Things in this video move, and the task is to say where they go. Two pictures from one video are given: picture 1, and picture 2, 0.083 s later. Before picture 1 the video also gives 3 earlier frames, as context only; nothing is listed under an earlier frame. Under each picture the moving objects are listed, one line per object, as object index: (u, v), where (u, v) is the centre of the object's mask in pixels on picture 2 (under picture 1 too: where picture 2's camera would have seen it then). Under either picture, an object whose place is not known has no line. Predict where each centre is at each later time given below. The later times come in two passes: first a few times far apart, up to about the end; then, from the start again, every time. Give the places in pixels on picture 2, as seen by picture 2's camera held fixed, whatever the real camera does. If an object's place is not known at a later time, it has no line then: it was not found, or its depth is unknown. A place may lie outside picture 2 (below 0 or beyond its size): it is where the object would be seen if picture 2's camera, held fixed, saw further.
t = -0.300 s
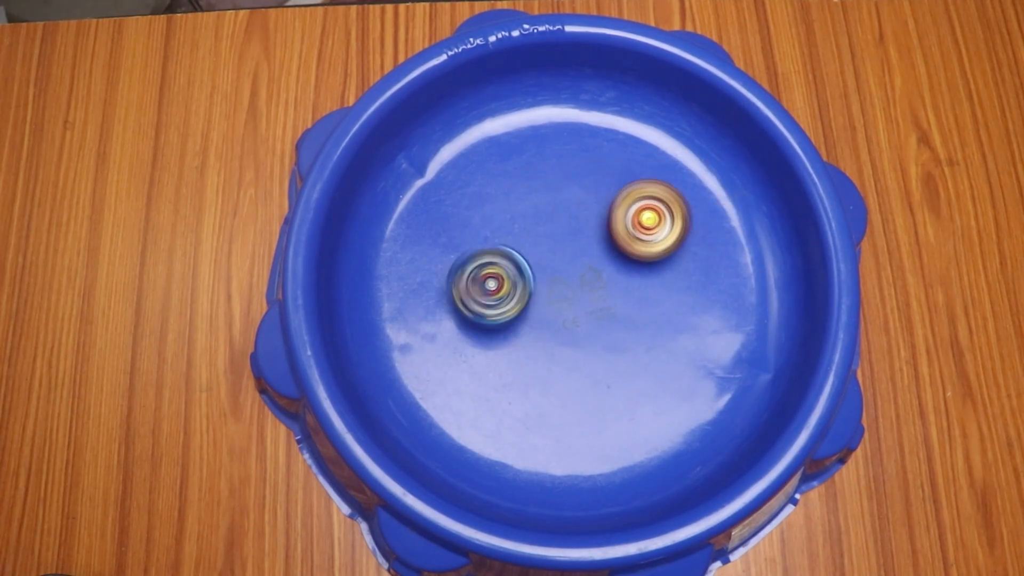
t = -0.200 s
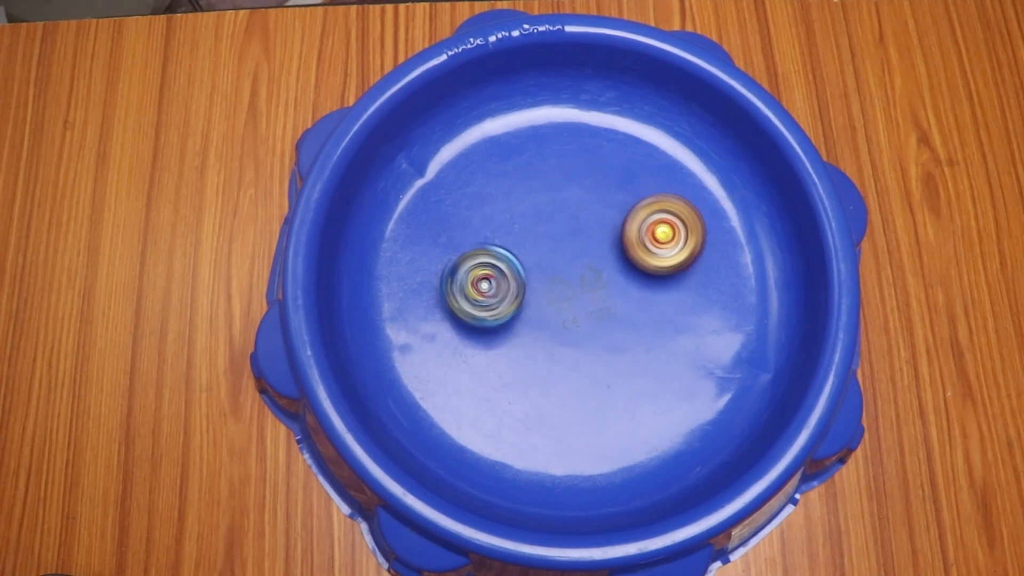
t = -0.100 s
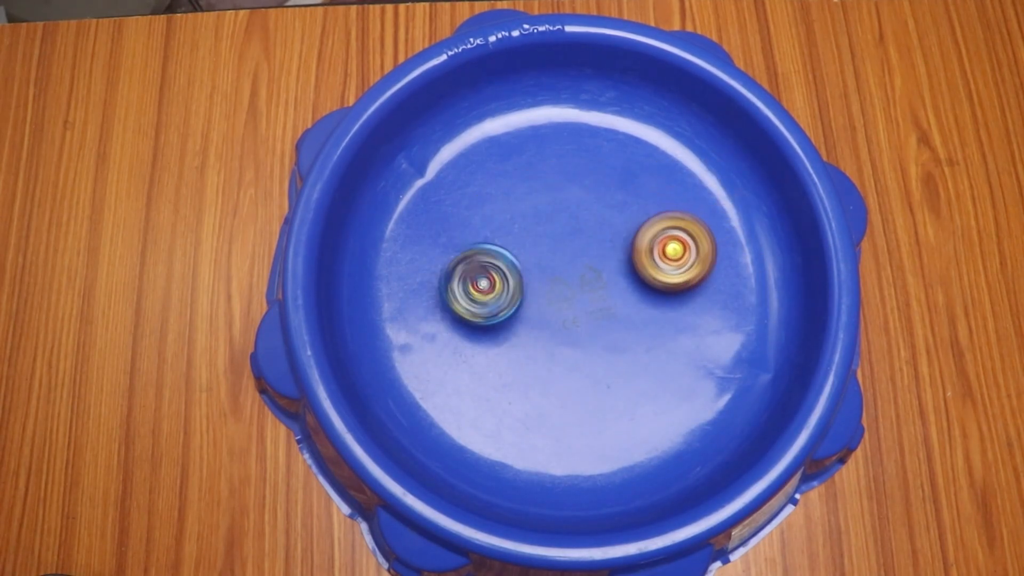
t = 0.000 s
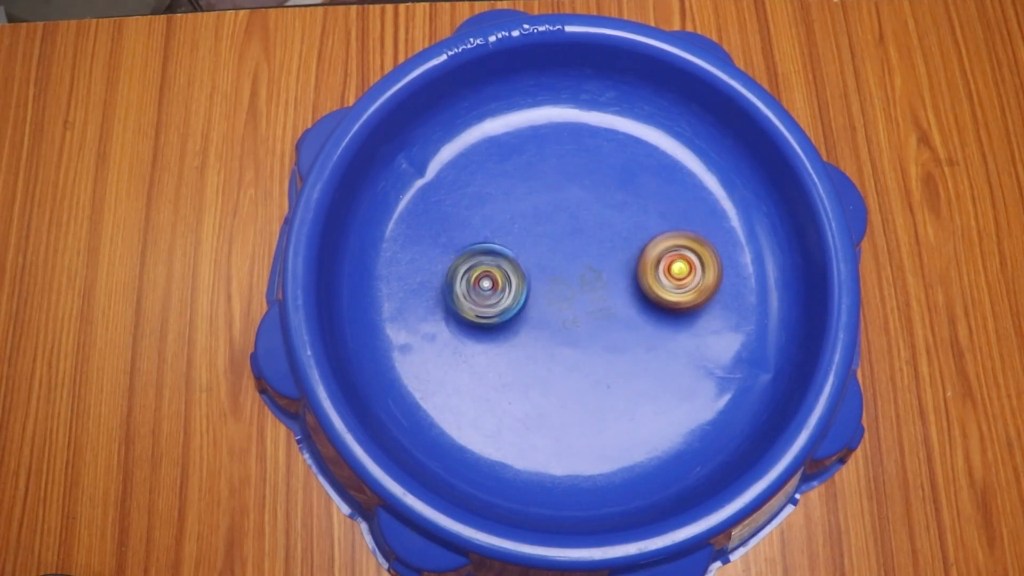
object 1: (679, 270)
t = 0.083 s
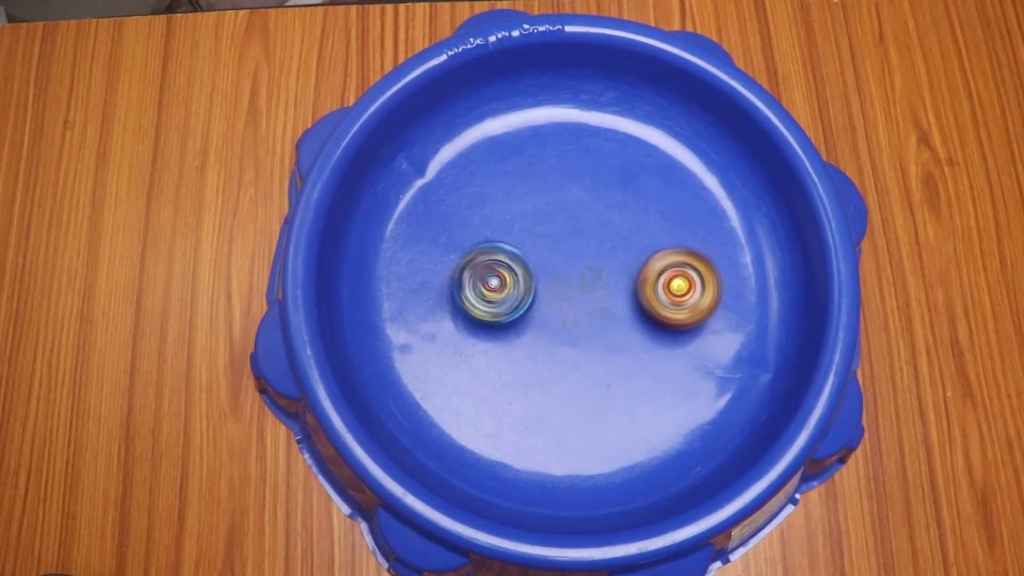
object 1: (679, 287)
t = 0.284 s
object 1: (666, 324)
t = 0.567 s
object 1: (620, 354)
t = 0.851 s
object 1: (580, 393)
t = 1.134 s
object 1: (542, 369)
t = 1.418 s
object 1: (531, 318)
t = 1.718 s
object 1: (461, 248)
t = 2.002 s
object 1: (486, 216)
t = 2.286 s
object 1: (541, 214)
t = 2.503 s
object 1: (530, 177)
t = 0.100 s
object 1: (679, 291)
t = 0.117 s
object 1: (678, 294)
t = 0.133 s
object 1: (678, 297)
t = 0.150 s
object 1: (676, 301)
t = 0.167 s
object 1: (676, 304)
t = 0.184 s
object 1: (674, 307)
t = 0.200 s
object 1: (674, 310)
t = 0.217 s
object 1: (672, 312)
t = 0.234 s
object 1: (671, 316)
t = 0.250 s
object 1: (669, 318)
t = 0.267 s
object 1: (668, 321)
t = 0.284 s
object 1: (666, 324)
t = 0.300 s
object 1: (664, 327)
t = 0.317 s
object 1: (661, 329)
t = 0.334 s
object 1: (660, 331)
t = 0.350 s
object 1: (657, 333)
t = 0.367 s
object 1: (655, 336)
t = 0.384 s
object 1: (652, 337)
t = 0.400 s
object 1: (650, 339)
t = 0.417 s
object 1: (647, 341)
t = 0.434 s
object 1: (644, 343)
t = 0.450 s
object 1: (641, 345)
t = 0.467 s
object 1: (639, 346)
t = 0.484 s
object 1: (635, 347)
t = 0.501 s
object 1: (632, 349)
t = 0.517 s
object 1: (628, 350)
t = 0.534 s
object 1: (626, 351)
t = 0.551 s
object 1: (622, 352)
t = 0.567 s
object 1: (620, 354)
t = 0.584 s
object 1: (617, 361)
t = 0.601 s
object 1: (617, 368)
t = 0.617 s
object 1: (614, 373)
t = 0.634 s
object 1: (613, 377)
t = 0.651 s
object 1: (611, 381)
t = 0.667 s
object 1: (609, 383)
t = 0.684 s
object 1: (607, 385)
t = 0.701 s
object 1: (605, 387)
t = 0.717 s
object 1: (602, 389)
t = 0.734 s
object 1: (600, 390)
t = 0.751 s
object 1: (596, 391)
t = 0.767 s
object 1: (594, 391)
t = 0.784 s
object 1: (591, 392)
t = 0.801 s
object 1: (589, 392)
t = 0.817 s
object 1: (586, 393)
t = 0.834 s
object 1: (583, 393)
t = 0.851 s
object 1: (580, 393)
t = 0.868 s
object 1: (578, 392)
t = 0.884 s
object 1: (575, 392)
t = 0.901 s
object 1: (572, 391)
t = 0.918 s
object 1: (570, 391)
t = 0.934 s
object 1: (567, 390)
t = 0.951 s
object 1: (565, 389)
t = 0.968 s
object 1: (562, 387)
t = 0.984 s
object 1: (560, 386)
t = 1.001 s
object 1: (557, 384)
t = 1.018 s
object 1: (556, 383)
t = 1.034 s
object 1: (552, 381)
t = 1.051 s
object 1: (551, 380)
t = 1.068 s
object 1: (548, 378)
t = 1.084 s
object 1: (547, 375)
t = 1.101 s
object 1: (545, 373)
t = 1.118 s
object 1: (543, 371)
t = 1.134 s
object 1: (542, 369)
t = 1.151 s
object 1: (540, 366)
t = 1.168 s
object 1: (539, 364)
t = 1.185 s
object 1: (537, 361)
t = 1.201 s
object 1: (536, 359)
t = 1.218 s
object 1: (534, 355)
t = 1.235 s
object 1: (534, 353)
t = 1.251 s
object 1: (532, 350)
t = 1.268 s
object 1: (532, 347)
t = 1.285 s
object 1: (530, 344)
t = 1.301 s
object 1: (531, 341)
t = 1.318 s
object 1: (530, 338)
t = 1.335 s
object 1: (530, 334)
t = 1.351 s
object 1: (529, 331)
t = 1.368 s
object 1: (529, 327)
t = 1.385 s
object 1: (530, 325)
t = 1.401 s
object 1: (530, 320)
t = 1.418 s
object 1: (531, 318)
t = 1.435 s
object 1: (531, 313)
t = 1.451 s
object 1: (532, 310)
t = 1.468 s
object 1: (532, 306)
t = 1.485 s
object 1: (533, 303)
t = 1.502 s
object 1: (526, 299)
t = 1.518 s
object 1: (515, 293)
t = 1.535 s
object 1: (503, 289)
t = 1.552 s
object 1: (496, 283)
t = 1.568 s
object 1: (488, 279)
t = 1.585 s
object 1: (481, 273)
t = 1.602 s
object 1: (476, 269)
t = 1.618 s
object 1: (471, 264)
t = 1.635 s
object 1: (467, 260)
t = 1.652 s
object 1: (463, 257)
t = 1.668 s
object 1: (462, 254)
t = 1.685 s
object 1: (461, 252)
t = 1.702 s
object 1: (461, 249)
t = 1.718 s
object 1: (461, 248)
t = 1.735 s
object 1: (461, 245)
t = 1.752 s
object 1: (461, 243)
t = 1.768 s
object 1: (461, 241)
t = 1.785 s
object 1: (462, 238)
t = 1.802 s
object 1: (463, 237)
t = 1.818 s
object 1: (465, 234)
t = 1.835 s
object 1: (467, 232)
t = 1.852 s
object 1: (468, 229)
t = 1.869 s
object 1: (470, 227)
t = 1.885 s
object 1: (471, 226)
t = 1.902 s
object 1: (473, 224)
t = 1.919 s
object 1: (475, 224)
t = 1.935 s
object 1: (478, 221)
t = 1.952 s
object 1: (480, 220)
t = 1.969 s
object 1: (482, 218)
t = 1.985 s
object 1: (485, 216)
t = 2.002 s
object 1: (486, 216)
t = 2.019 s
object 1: (490, 214)
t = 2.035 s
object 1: (493, 214)
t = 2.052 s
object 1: (495, 212)
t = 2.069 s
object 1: (499, 212)
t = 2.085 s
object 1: (501, 210)
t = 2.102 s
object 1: (505, 210)
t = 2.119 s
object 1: (507, 210)
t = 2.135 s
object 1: (511, 209)
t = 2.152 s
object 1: (514, 210)
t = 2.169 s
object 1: (518, 209)
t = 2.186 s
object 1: (522, 210)
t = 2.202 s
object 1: (524, 210)
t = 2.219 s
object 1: (528, 210)
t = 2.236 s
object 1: (531, 212)
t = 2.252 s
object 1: (534, 212)
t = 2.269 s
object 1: (538, 214)
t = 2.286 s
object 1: (541, 214)
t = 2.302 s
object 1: (545, 216)
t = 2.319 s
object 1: (547, 217)
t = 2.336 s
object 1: (551, 218)
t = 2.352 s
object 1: (554, 221)
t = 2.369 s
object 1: (557, 222)
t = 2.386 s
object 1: (561, 224)
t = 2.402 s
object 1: (556, 215)
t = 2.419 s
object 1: (549, 207)
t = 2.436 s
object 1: (543, 199)
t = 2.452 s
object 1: (539, 192)
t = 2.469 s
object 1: (535, 186)
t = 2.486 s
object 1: (531, 181)
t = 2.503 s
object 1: (530, 177)
